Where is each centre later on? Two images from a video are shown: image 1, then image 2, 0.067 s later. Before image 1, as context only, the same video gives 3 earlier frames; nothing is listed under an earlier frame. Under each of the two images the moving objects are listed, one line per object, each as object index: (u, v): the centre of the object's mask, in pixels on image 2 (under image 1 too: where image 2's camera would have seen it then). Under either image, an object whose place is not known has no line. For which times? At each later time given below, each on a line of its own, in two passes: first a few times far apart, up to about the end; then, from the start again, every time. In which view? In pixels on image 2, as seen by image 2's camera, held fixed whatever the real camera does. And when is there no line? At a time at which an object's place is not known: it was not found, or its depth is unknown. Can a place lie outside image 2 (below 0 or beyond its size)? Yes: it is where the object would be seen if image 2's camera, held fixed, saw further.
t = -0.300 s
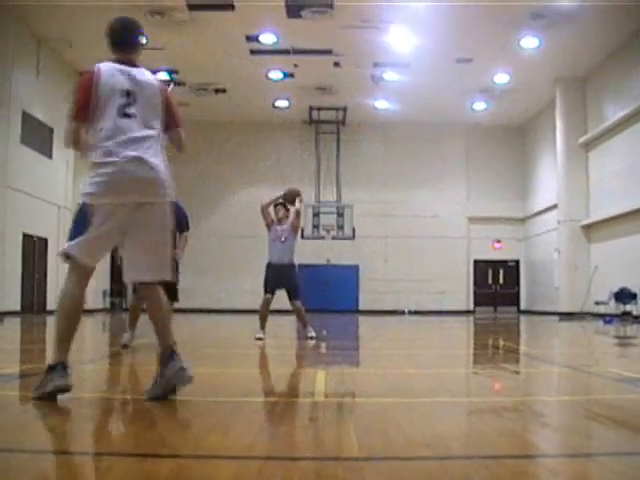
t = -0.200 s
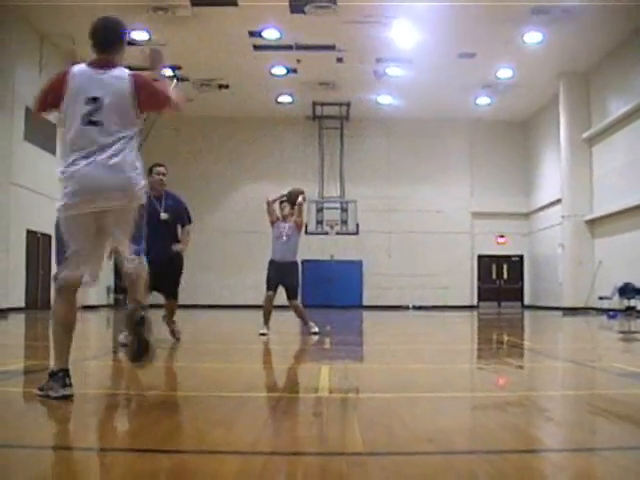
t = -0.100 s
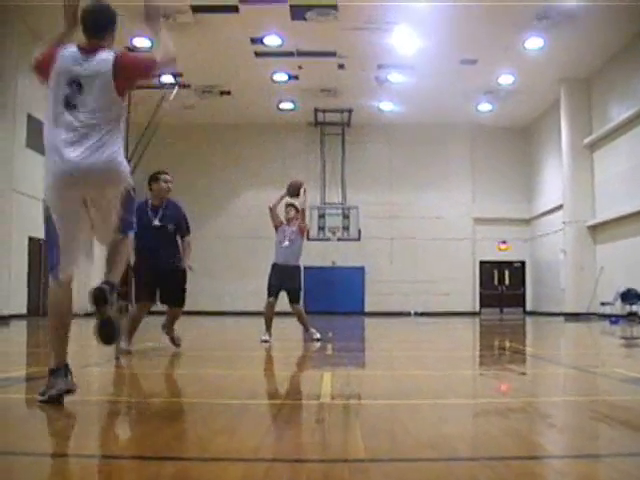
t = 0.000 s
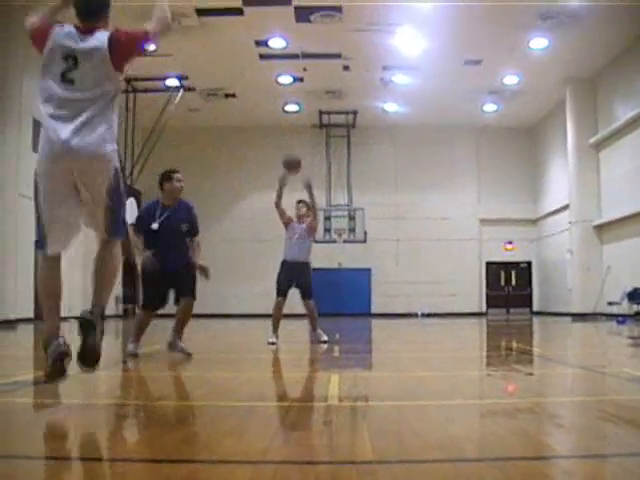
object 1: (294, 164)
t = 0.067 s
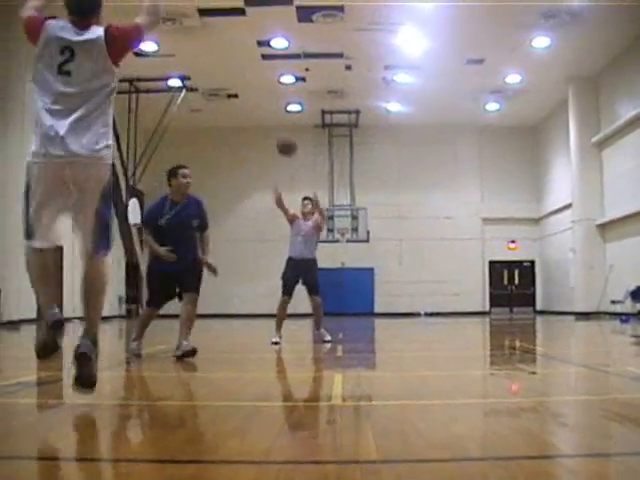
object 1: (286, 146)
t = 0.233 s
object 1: (264, 116)
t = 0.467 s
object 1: (224, 110)
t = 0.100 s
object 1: (282, 140)
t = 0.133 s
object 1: (278, 133)
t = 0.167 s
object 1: (273, 126)
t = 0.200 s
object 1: (269, 121)
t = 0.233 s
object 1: (264, 116)
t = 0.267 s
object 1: (259, 112)
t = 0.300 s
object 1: (254, 109)
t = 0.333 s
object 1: (249, 107)
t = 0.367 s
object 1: (242, 106)
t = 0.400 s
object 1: (236, 106)
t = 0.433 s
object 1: (231, 107)
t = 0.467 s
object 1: (224, 110)
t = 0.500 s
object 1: (217, 114)
